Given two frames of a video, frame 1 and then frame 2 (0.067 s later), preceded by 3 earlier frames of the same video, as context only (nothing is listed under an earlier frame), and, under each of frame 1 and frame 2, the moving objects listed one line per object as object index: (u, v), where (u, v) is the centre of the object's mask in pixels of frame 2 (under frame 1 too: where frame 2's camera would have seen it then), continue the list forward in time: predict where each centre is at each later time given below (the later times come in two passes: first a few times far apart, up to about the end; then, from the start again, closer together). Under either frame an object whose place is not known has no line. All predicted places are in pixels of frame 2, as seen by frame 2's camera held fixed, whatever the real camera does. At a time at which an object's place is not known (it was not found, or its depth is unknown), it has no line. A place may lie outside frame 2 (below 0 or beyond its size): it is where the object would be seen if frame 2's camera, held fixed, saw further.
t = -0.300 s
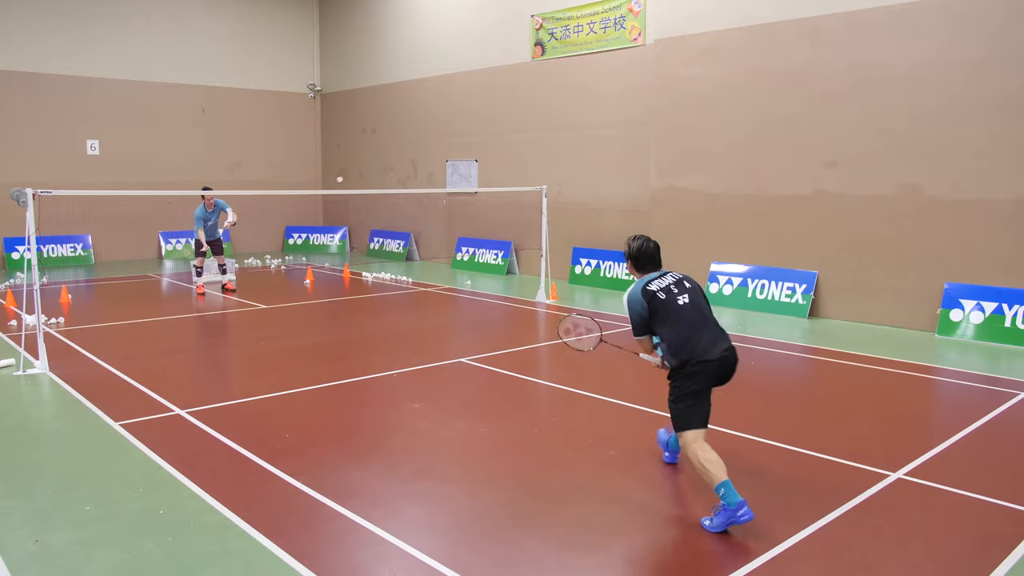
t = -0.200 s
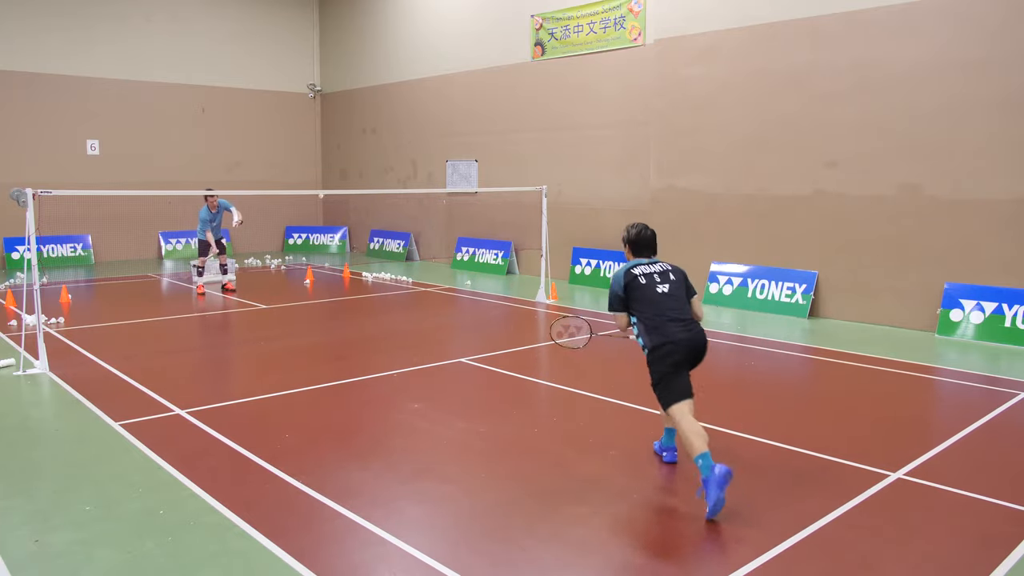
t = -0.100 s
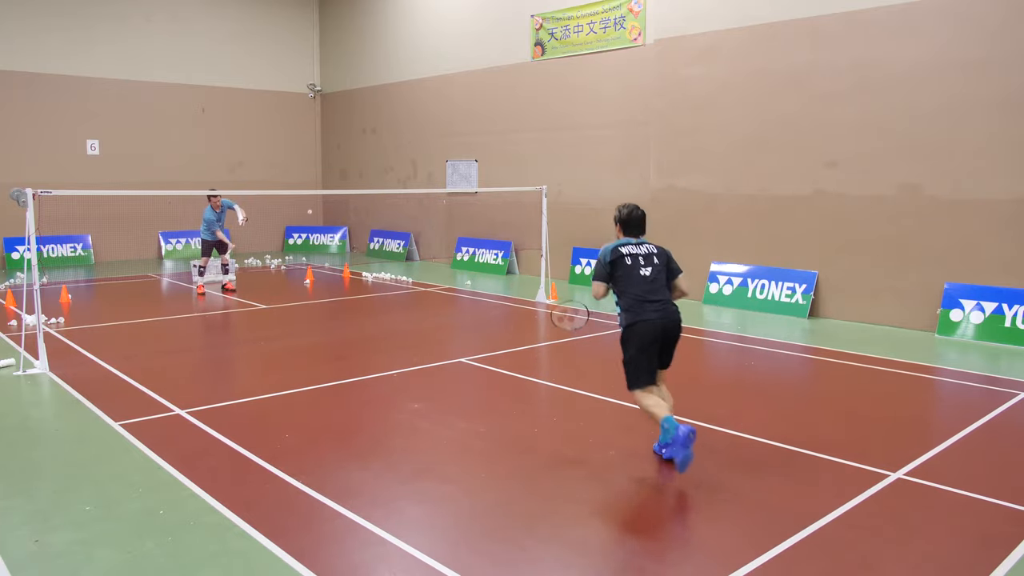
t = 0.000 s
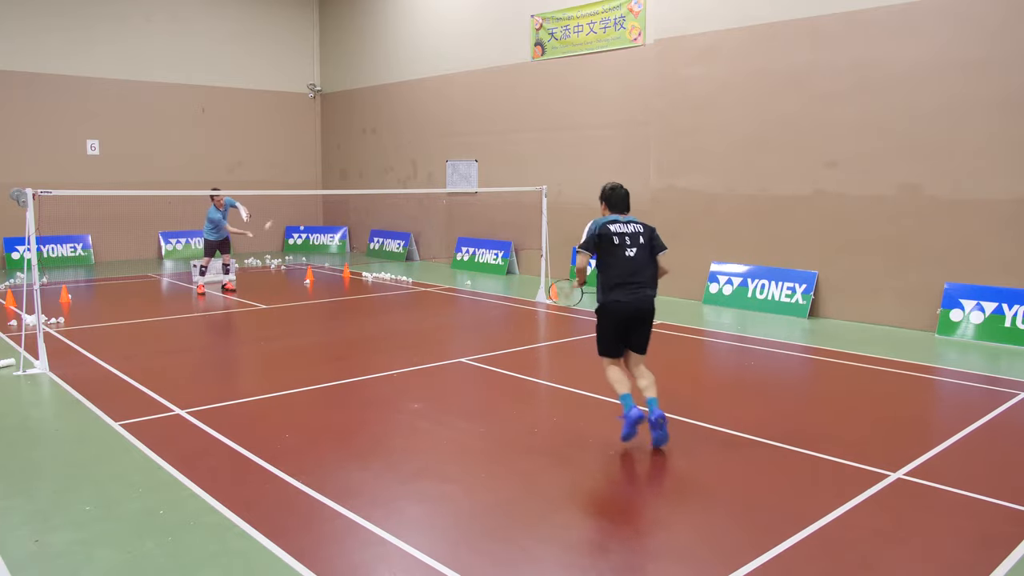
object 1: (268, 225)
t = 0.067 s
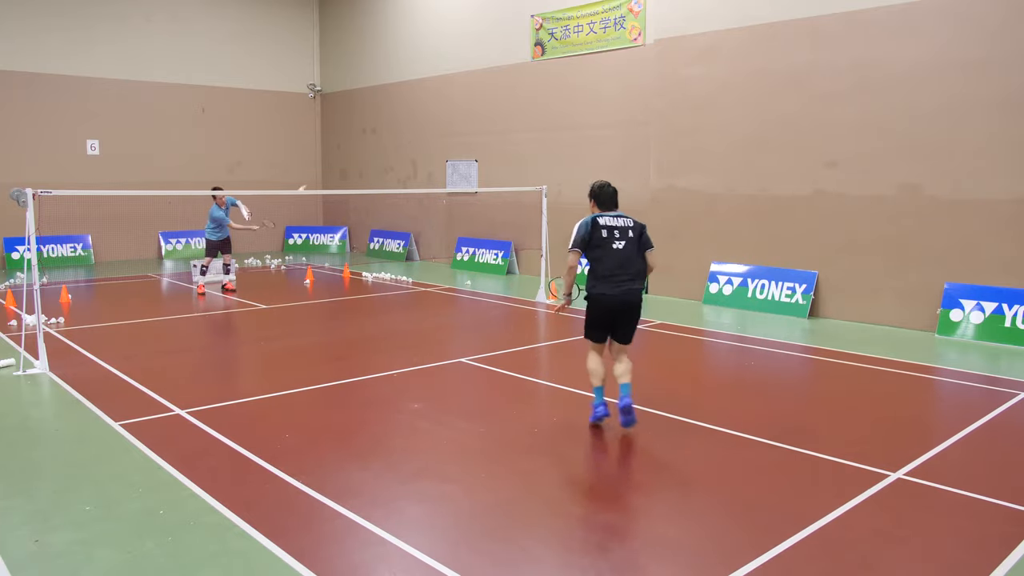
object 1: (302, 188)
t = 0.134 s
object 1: (331, 160)
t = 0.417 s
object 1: (438, 95)
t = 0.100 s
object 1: (317, 174)
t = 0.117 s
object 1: (324, 167)
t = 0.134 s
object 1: (331, 160)
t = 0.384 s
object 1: (427, 99)
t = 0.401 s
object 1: (432, 97)
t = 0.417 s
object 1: (438, 95)
